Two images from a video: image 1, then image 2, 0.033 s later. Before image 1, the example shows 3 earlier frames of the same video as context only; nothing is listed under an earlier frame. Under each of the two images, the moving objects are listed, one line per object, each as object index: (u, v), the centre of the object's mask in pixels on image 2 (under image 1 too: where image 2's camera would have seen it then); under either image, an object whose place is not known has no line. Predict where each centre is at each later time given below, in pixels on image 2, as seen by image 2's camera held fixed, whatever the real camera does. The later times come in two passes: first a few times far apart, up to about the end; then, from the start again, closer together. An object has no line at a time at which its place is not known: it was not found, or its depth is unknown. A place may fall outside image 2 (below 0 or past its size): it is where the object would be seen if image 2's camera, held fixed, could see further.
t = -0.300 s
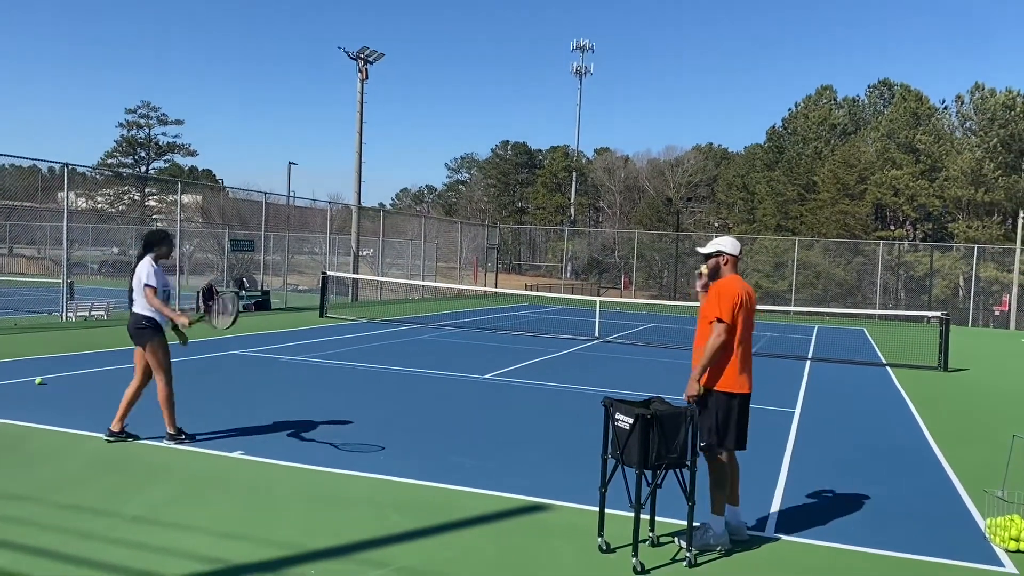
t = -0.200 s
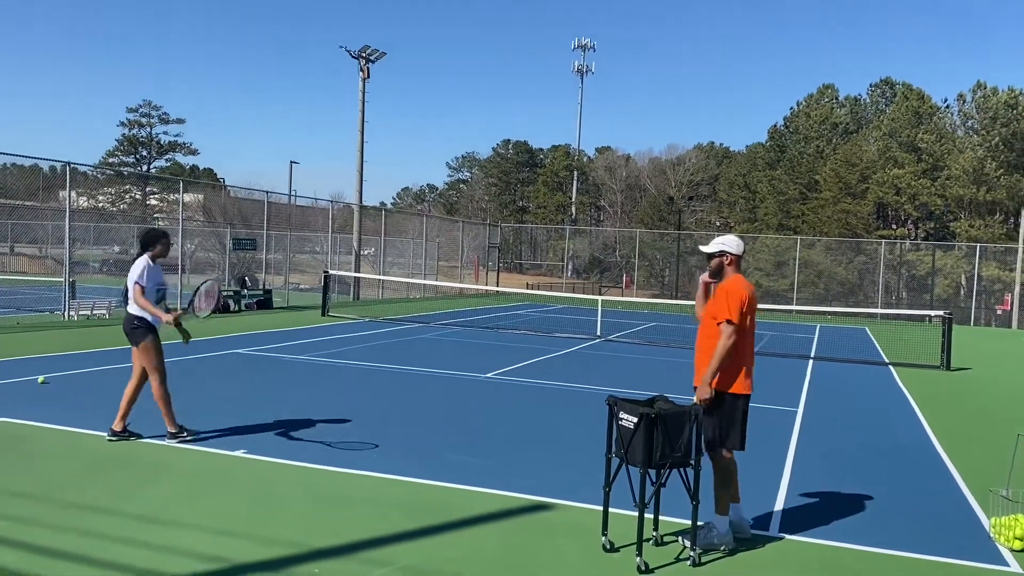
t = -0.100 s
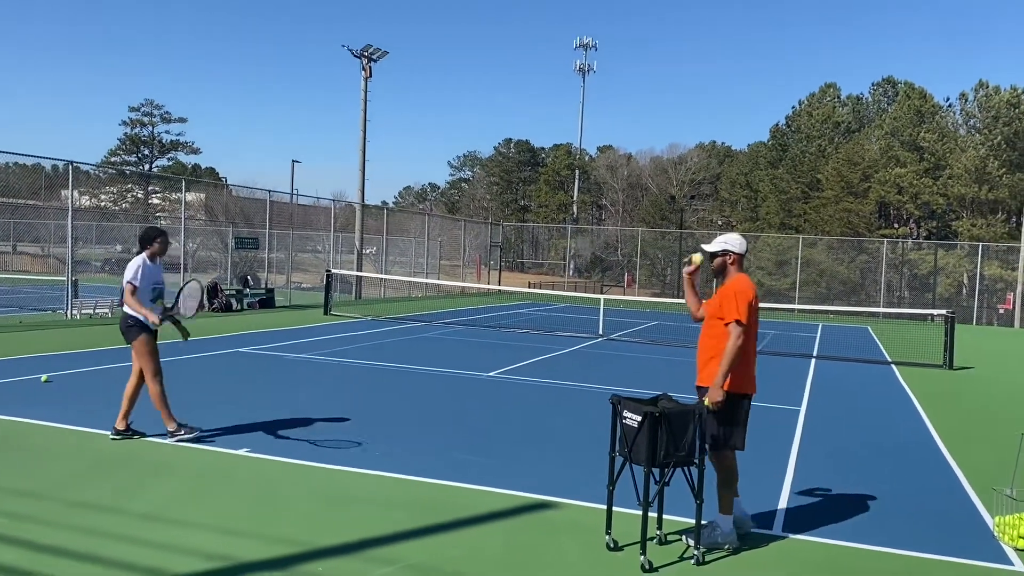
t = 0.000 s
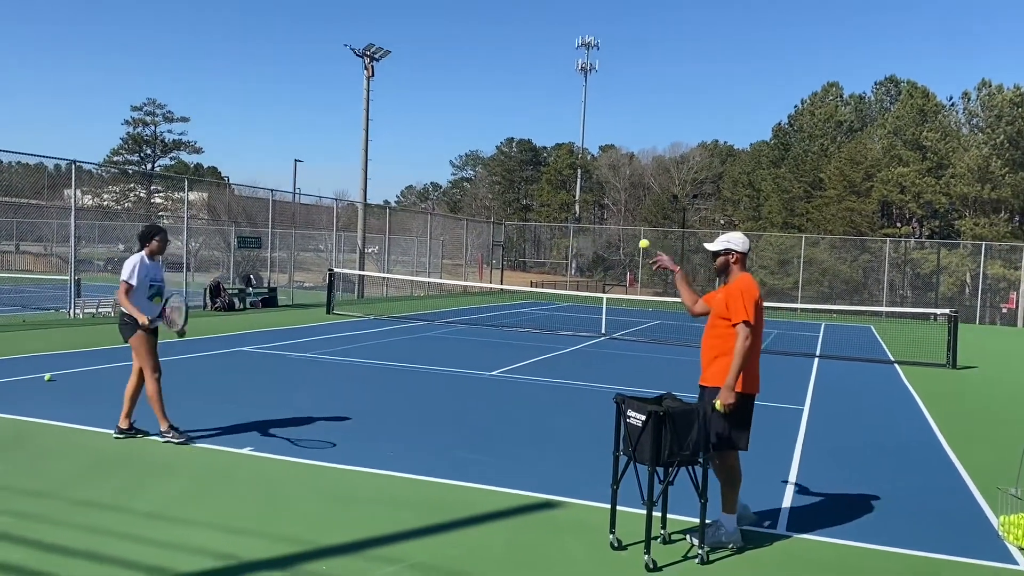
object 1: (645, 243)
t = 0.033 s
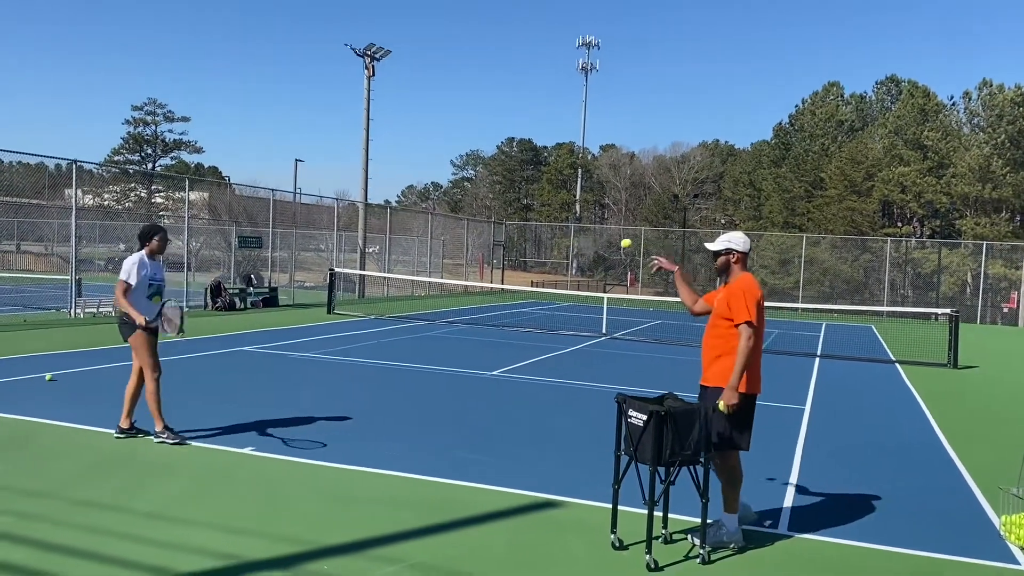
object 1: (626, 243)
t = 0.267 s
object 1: (505, 283)
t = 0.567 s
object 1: (363, 435)
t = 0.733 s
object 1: (317, 398)
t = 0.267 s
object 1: (505, 283)
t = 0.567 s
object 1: (363, 435)
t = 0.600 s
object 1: (347, 459)
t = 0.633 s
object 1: (337, 455)
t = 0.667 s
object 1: (330, 434)
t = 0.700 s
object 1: (324, 416)
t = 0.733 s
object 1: (317, 398)
